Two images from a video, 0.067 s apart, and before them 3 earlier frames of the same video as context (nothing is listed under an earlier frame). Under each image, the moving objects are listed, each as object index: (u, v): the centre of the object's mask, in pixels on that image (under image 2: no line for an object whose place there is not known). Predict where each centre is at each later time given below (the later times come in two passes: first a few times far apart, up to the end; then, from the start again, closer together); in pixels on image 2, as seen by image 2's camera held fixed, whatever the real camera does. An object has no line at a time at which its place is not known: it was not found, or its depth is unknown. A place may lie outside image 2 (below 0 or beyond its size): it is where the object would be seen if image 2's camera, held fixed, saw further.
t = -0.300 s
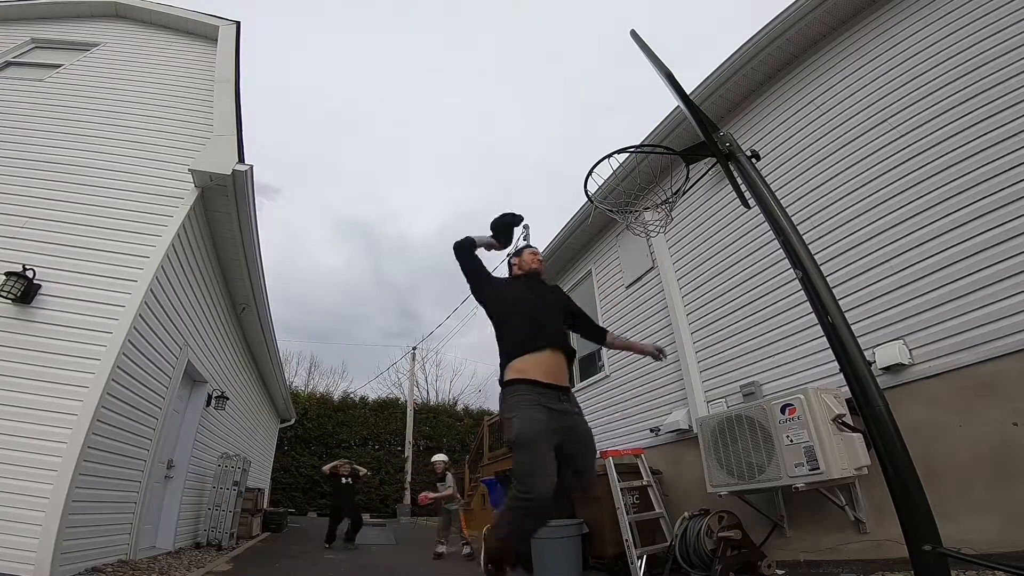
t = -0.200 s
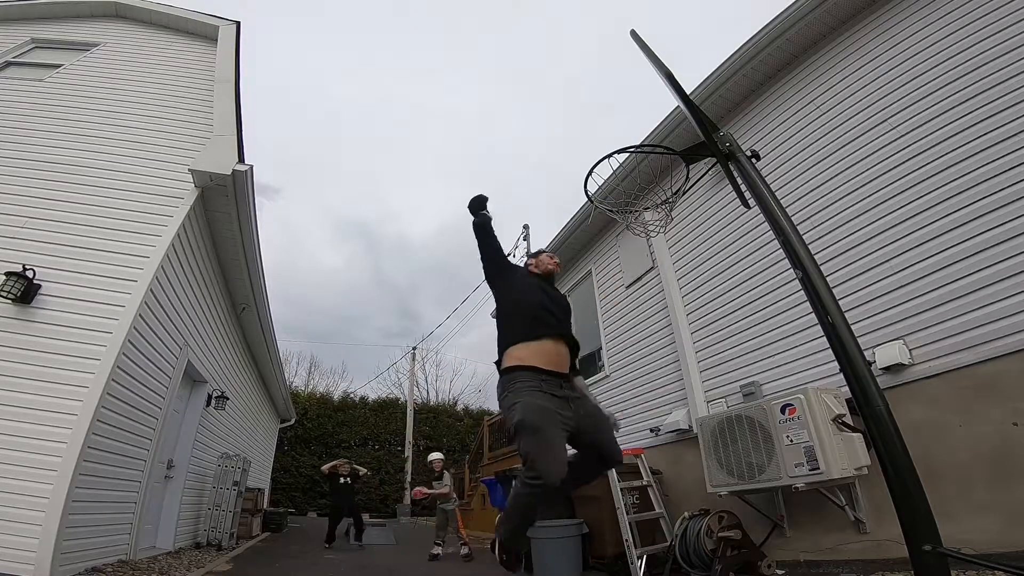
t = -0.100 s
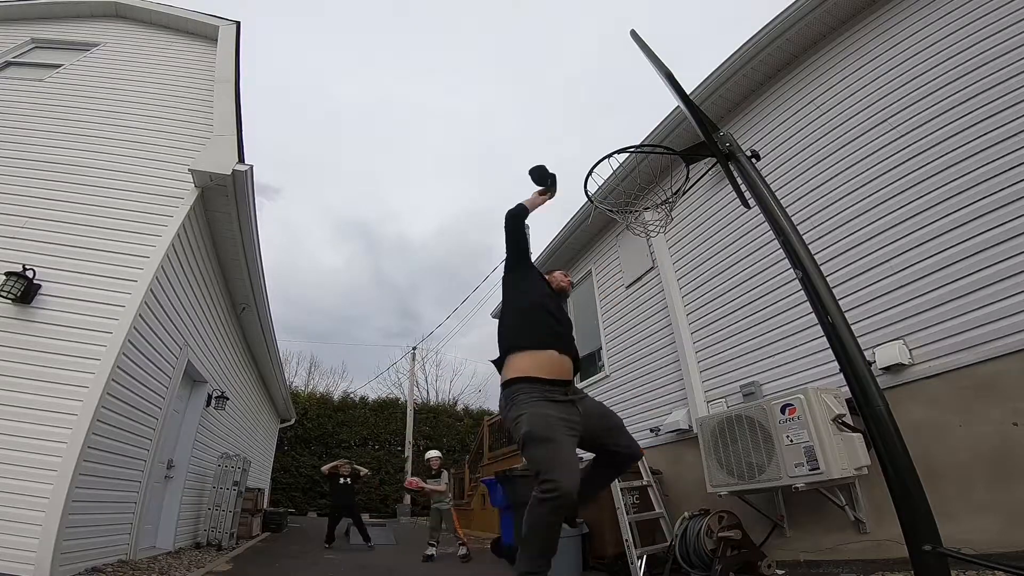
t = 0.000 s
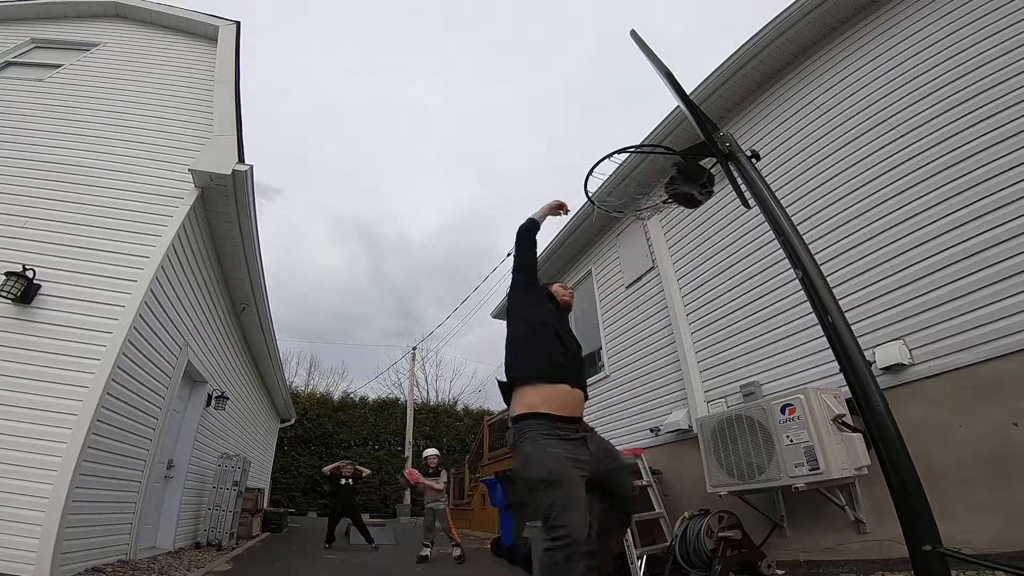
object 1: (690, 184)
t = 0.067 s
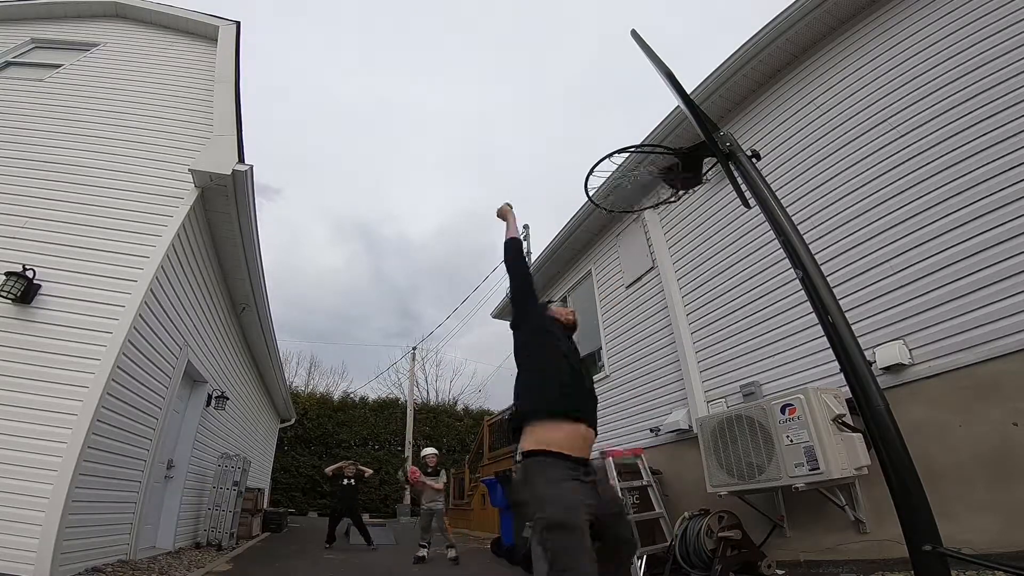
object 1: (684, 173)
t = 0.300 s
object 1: (656, 176)
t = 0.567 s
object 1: (660, 235)
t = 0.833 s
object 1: (704, 427)
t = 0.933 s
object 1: (718, 536)
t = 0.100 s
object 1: (683, 172)
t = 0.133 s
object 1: (673, 177)
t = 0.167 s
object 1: (666, 178)
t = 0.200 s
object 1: (662, 178)
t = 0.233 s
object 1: (660, 175)
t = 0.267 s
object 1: (659, 174)
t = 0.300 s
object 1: (656, 176)
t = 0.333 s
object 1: (656, 182)
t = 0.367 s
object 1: (656, 188)
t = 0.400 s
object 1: (657, 193)
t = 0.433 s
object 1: (658, 200)
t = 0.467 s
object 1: (659, 207)
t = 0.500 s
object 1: (661, 221)
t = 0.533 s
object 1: (662, 225)
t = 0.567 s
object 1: (660, 235)
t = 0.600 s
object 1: (662, 252)
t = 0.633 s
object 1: (665, 272)
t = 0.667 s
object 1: (671, 293)
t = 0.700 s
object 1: (677, 316)
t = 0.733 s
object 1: (683, 340)
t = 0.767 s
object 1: (690, 366)
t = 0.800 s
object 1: (697, 395)
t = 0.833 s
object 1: (704, 427)
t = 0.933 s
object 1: (718, 536)
